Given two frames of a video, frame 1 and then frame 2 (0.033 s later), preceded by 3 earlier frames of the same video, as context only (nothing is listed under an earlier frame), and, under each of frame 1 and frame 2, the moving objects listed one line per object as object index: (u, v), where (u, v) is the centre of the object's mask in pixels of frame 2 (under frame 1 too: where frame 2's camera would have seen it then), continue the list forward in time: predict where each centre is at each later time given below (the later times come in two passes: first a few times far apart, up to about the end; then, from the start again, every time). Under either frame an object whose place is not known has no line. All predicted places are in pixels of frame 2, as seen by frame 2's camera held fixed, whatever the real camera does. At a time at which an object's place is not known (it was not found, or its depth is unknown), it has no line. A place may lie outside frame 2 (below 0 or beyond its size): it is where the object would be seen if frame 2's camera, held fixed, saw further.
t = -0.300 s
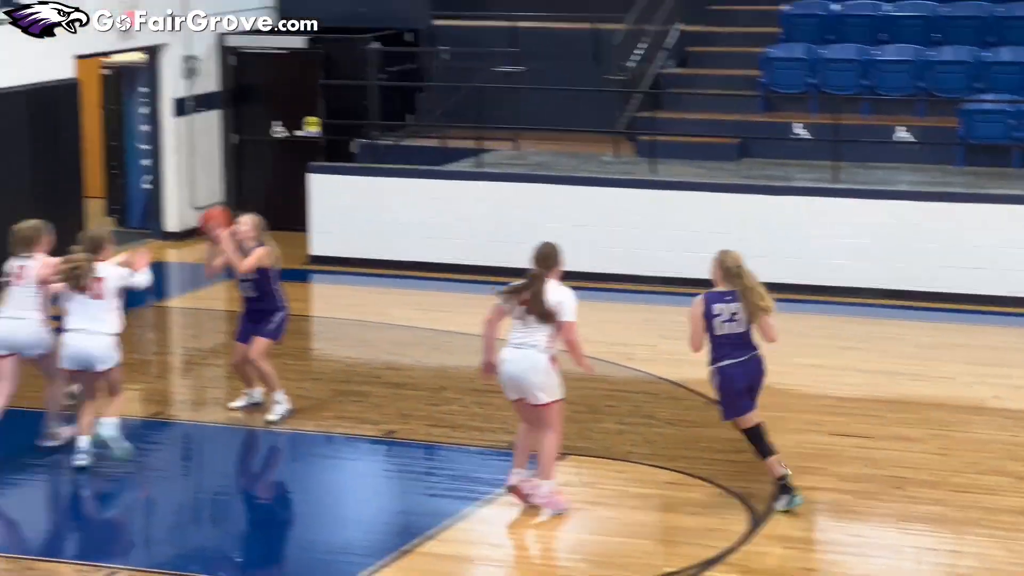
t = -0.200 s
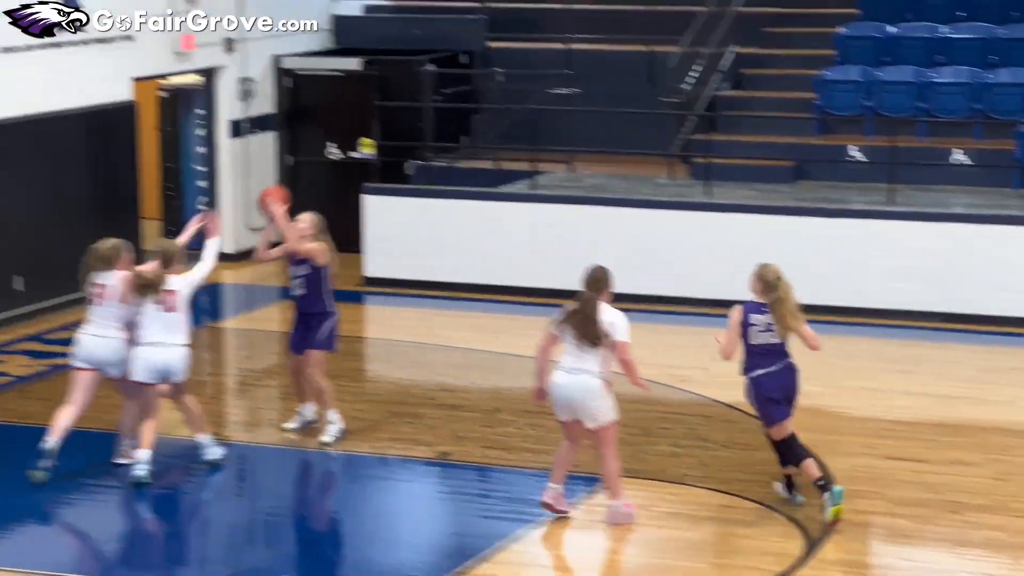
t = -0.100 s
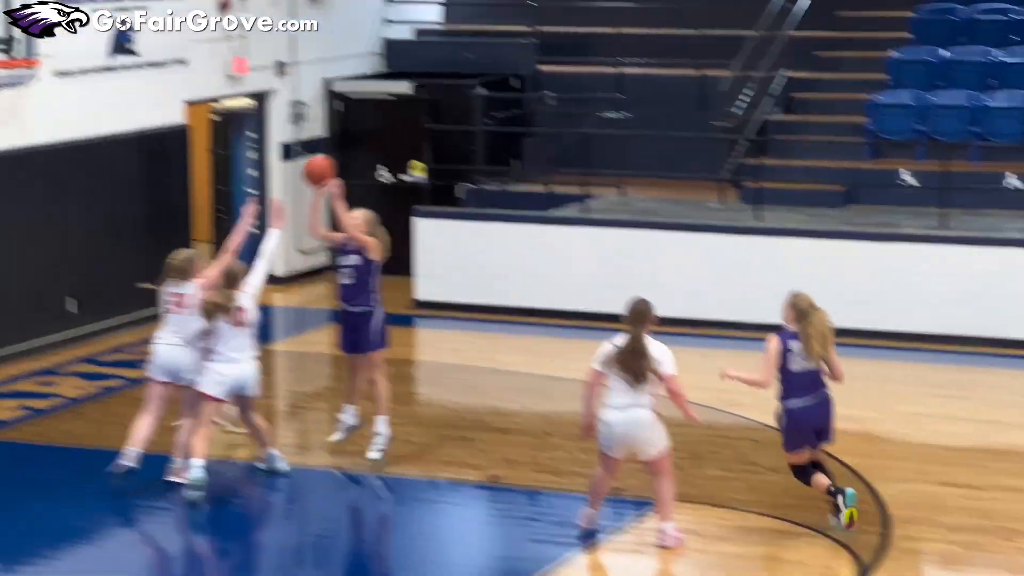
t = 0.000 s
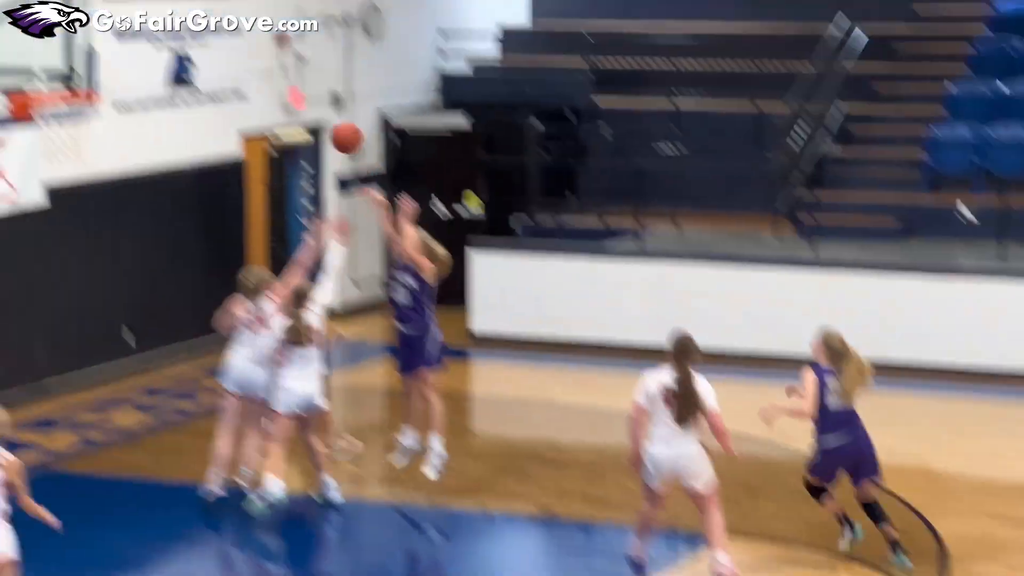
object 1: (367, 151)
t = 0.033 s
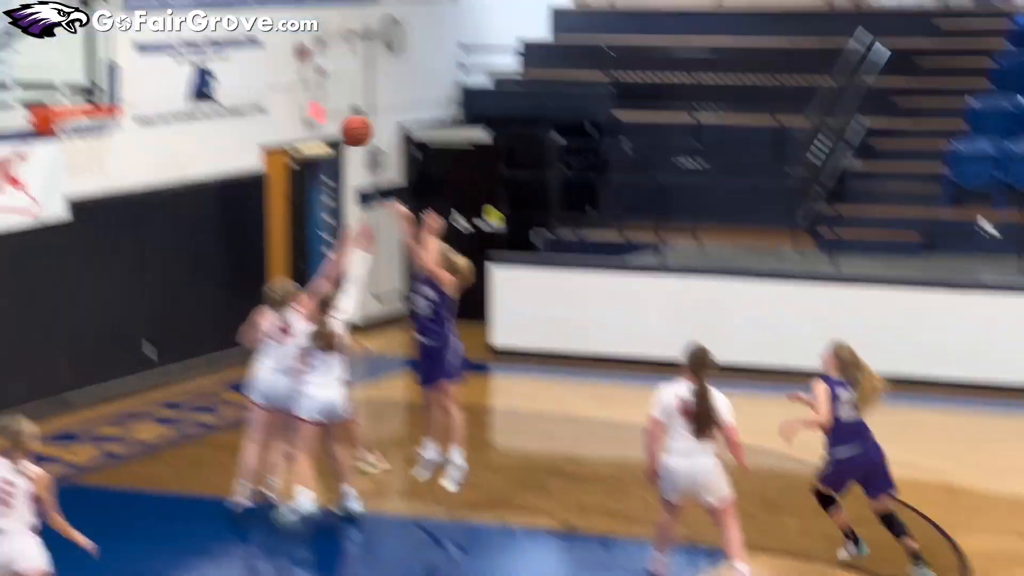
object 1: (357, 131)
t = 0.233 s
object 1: (291, 40)
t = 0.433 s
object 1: (224, 2)
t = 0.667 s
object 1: (144, 24)
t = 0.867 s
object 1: (76, 103)
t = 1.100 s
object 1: (102, 148)
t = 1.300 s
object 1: (77, 170)
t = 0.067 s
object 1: (346, 113)
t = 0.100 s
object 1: (335, 95)
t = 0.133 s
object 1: (324, 80)
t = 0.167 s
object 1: (313, 65)
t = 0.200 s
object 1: (303, 52)
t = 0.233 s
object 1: (291, 40)
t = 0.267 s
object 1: (280, 30)
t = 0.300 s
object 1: (269, 21)
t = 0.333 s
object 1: (258, 13)
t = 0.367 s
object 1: (247, 8)
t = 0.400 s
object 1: (236, 4)
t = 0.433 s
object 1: (224, 2)
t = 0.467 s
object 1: (213, 0)
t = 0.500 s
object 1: (201, 0)
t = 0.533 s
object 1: (190, 2)
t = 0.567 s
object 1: (178, 6)
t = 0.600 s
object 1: (167, 11)
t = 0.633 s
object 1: (155, 16)
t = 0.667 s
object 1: (144, 24)
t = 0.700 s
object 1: (133, 33)
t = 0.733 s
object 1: (122, 44)
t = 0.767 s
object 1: (109, 57)
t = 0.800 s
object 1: (98, 71)
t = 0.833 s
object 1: (87, 87)
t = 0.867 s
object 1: (76, 103)
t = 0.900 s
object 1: (81, 107)
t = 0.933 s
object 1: (96, 118)
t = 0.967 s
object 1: (108, 126)
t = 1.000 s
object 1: (108, 132)
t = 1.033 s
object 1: (106, 137)
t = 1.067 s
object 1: (104, 143)
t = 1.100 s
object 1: (102, 148)
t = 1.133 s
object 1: (98, 150)
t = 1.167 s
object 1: (93, 151)
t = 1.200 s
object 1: (90, 154)
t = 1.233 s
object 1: (86, 158)
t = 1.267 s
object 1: (81, 163)
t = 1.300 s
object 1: (77, 170)
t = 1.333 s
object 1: (74, 179)
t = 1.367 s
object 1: (71, 188)
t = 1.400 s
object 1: (66, 199)
